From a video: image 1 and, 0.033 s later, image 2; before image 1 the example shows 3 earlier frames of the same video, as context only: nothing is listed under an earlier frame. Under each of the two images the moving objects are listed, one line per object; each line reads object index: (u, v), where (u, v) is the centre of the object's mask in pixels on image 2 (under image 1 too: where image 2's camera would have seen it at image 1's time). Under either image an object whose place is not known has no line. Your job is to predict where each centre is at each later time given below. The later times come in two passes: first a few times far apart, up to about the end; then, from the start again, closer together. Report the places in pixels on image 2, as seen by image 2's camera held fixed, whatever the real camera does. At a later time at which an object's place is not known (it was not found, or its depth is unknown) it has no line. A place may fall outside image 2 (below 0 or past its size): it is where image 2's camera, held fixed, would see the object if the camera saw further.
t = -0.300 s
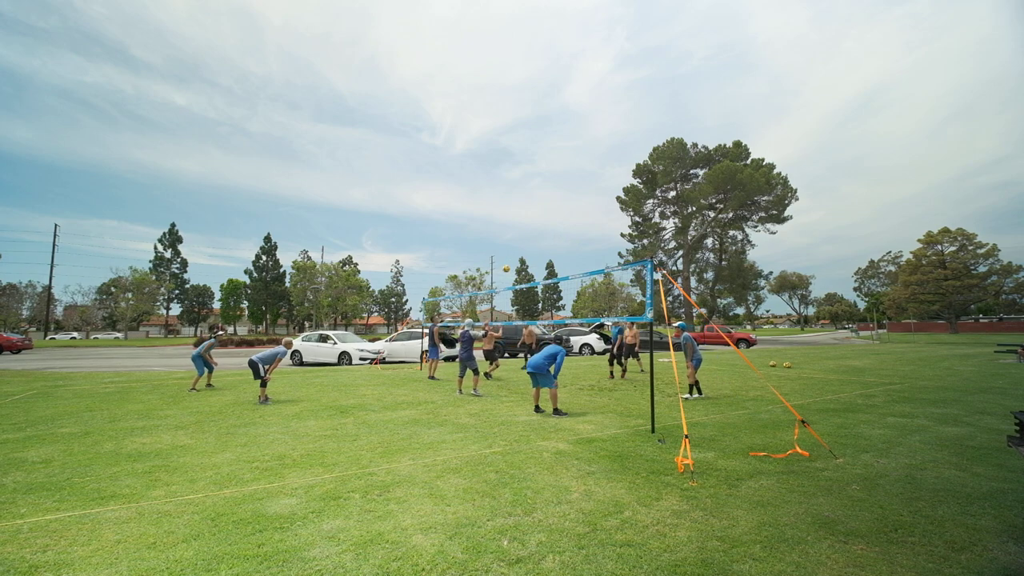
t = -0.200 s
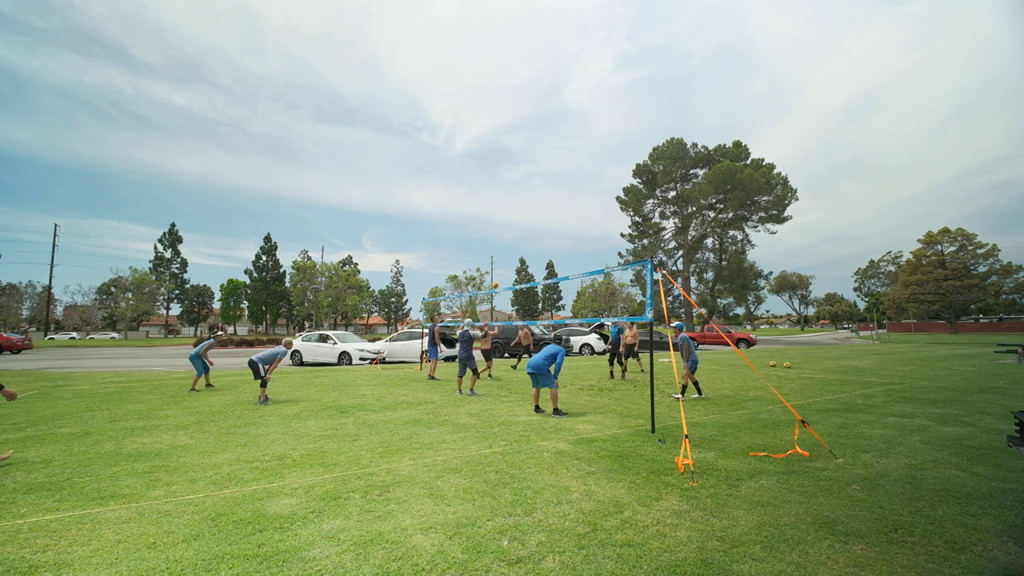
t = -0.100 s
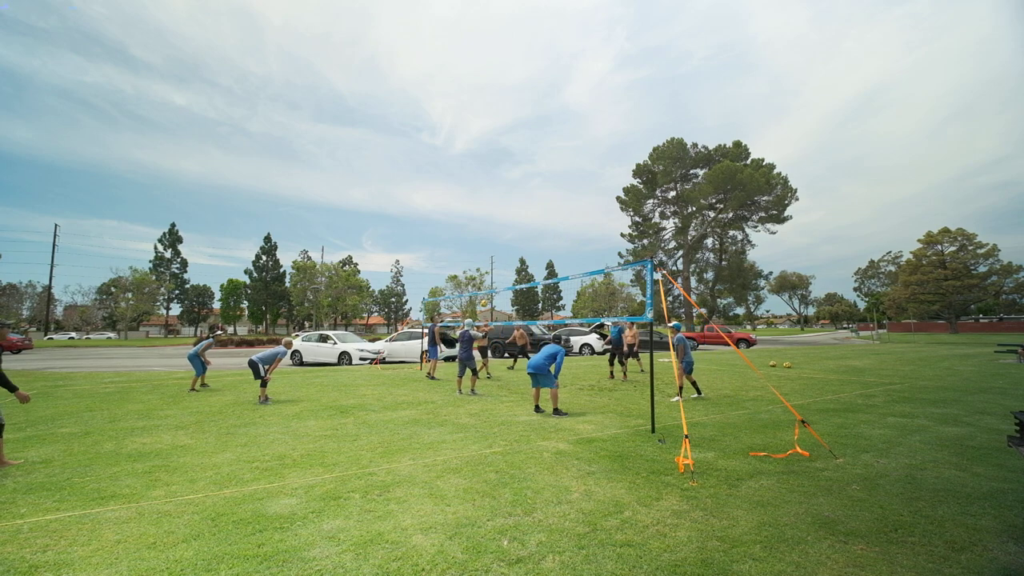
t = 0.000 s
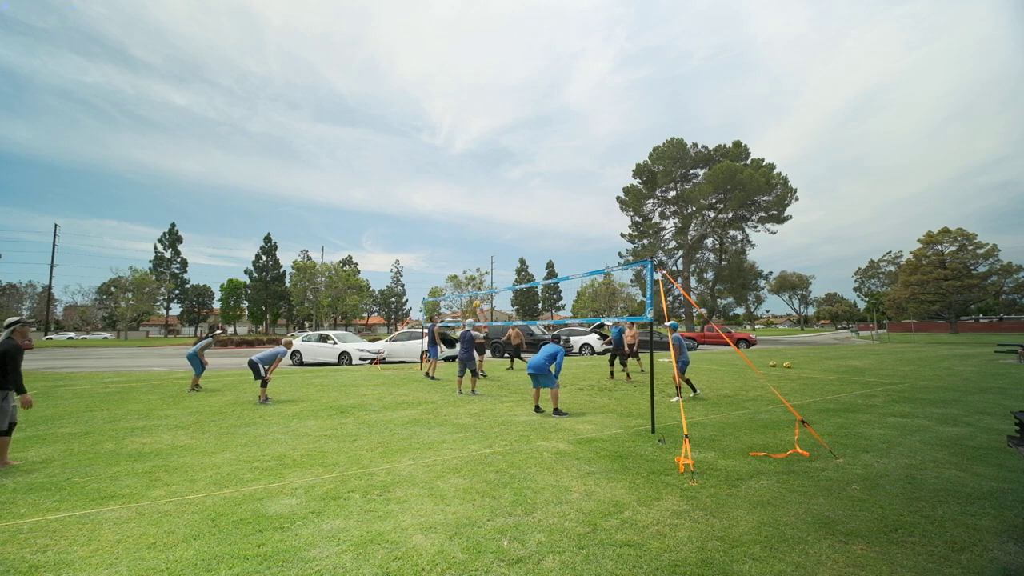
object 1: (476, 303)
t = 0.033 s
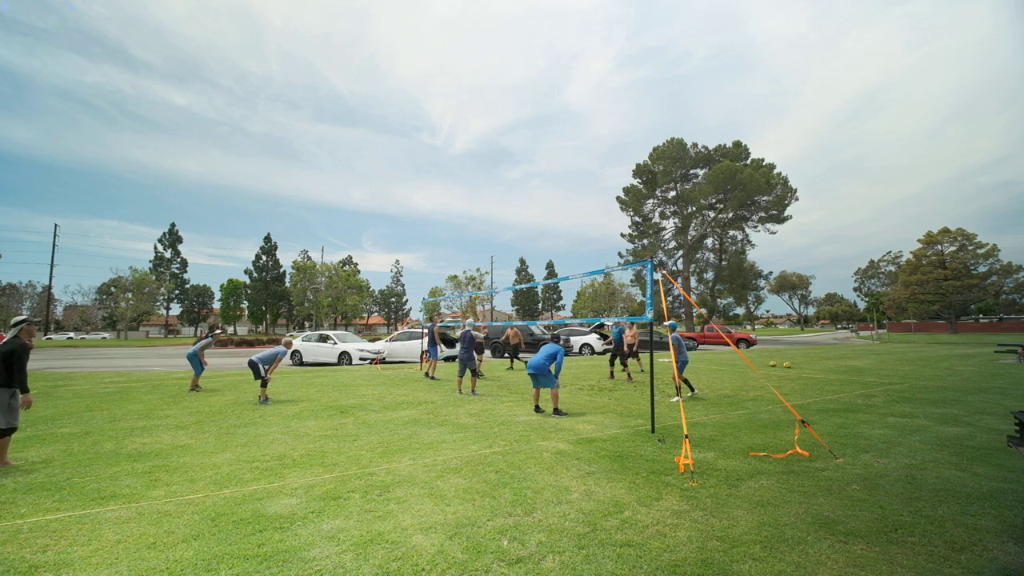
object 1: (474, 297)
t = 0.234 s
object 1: (473, 253)
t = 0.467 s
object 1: (471, 223)
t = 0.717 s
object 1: (468, 212)
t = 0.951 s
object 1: (464, 219)
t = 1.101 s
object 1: (462, 233)
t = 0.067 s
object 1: (475, 286)
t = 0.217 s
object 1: (473, 256)
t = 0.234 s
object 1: (473, 253)
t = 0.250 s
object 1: (473, 251)
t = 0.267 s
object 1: (473, 248)
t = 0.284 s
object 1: (473, 245)
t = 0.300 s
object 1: (473, 243)
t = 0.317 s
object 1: (472, 241)
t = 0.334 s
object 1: (472, 238)
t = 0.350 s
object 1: (472, 236)
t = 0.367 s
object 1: (472, 234)
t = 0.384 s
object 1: (472, 232)
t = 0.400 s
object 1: (472, 230)
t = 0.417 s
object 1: (471, 229)
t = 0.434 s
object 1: (471, 227)
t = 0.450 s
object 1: (471, 225)
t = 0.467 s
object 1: (471, 223)
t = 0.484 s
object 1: (470, 222)
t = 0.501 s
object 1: (470, 221)
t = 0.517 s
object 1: (470, 220)
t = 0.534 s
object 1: (470, 218)
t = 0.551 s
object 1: (470, 217)
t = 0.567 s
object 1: (469, 216)
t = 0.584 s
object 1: (469, 216)
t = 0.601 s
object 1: (469, 215)
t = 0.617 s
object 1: (469, 214)
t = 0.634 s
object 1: (469, 213)
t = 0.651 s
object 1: (468, 213)
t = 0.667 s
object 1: (468, 212)
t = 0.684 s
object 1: (468, 212)
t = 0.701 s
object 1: (468, 212)
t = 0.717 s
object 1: (468, 212)
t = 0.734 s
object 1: (467, 211)
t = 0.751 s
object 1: (467, 211)
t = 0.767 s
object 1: (467, 211)
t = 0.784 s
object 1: (467, 212)
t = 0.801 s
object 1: (466, 212)
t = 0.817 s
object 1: (466, 213)
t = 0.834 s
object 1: (466, 213)
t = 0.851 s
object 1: (466, 214)
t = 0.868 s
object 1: (465, 214)
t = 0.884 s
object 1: (465, 215)
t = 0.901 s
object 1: (465, 216)
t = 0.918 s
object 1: (465, 217)
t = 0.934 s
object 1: (464, 218)
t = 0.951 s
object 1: (464, 219)
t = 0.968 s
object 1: (464, 221)
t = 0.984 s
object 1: (464, 222)
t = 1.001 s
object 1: (463, 223)
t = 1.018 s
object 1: (463, 224)
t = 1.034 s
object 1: (463, 226)
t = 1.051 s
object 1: (462, 228)
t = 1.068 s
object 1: (462, 230)
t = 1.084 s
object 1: (462, 231)
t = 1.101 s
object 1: (462, 233)
